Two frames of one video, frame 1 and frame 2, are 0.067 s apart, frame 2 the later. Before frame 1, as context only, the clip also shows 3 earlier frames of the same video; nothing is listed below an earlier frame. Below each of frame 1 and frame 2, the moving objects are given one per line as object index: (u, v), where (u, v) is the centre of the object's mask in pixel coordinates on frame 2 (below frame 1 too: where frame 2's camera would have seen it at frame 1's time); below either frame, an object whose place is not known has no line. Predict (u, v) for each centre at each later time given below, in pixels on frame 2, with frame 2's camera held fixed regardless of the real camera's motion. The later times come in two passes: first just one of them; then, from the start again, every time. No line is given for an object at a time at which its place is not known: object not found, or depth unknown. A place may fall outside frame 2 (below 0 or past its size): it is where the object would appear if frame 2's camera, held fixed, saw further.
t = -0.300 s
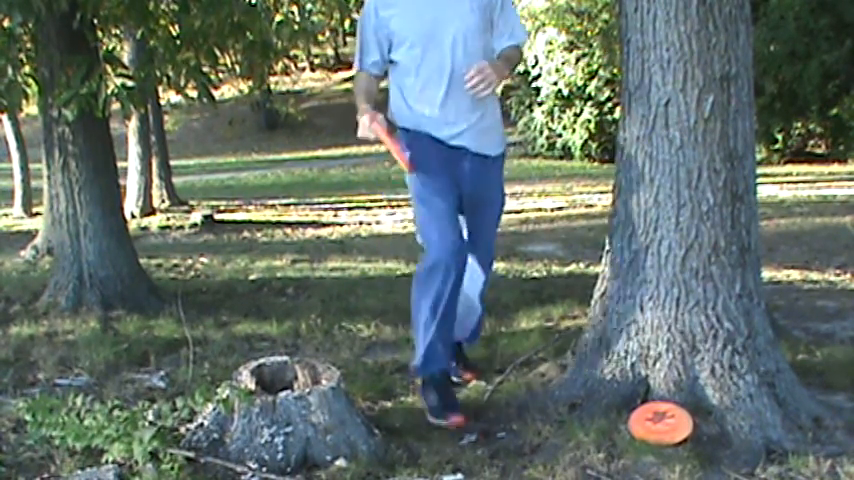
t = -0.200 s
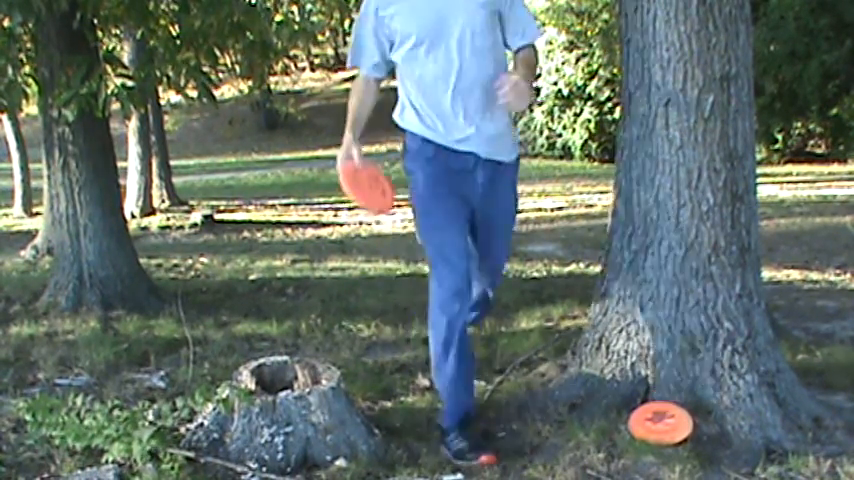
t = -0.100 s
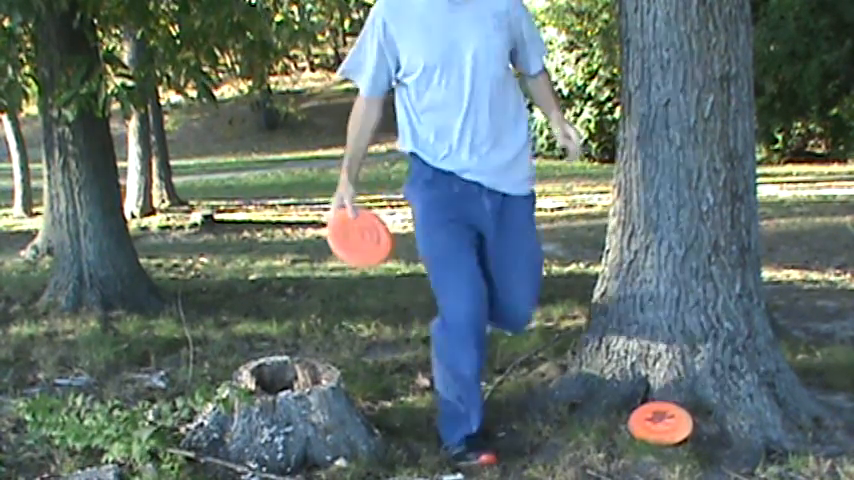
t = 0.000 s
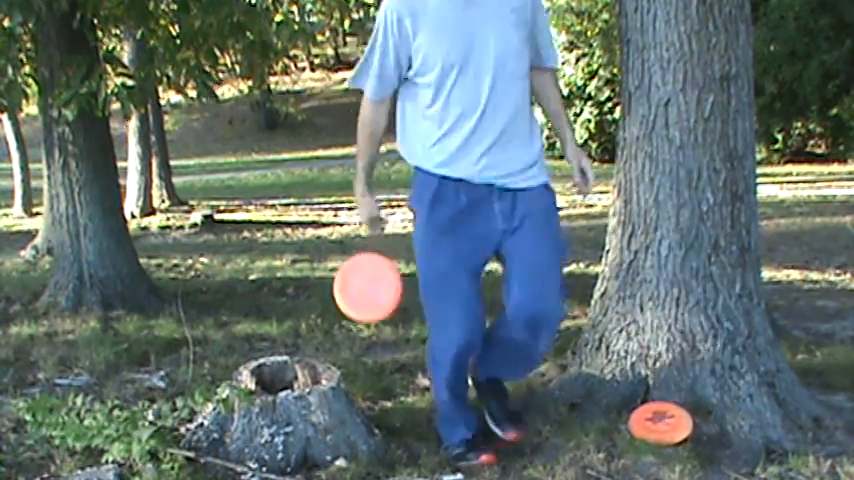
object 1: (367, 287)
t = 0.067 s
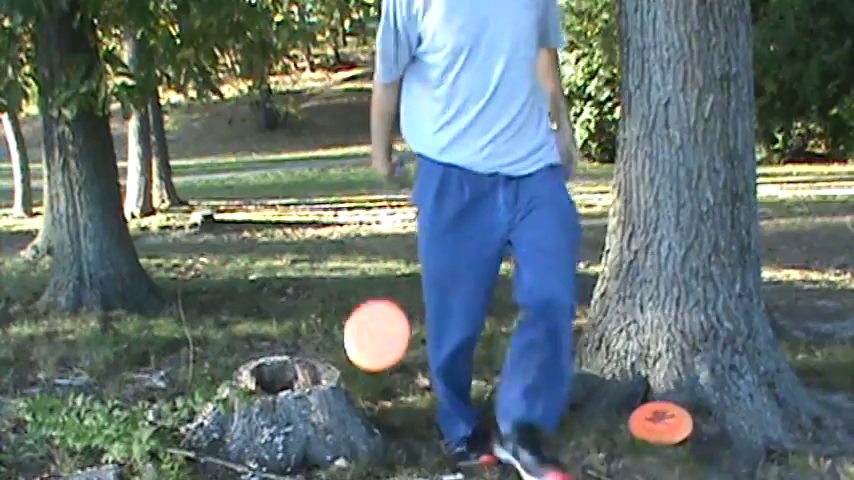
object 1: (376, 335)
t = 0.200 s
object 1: (402, 438)
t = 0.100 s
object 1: (381, 363)
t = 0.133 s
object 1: (386, 396)
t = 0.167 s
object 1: (394, 425)
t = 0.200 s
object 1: (402, 438)
